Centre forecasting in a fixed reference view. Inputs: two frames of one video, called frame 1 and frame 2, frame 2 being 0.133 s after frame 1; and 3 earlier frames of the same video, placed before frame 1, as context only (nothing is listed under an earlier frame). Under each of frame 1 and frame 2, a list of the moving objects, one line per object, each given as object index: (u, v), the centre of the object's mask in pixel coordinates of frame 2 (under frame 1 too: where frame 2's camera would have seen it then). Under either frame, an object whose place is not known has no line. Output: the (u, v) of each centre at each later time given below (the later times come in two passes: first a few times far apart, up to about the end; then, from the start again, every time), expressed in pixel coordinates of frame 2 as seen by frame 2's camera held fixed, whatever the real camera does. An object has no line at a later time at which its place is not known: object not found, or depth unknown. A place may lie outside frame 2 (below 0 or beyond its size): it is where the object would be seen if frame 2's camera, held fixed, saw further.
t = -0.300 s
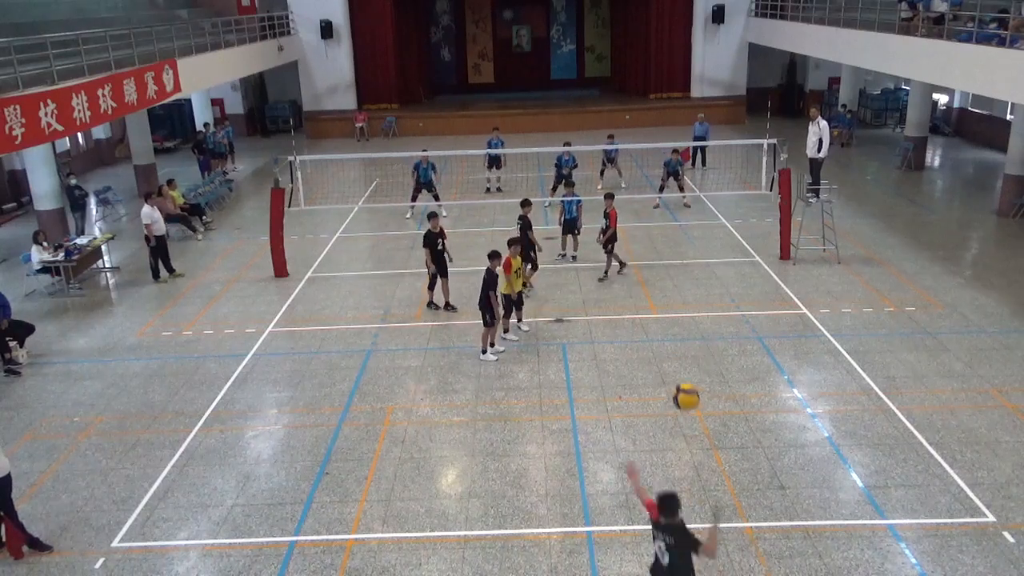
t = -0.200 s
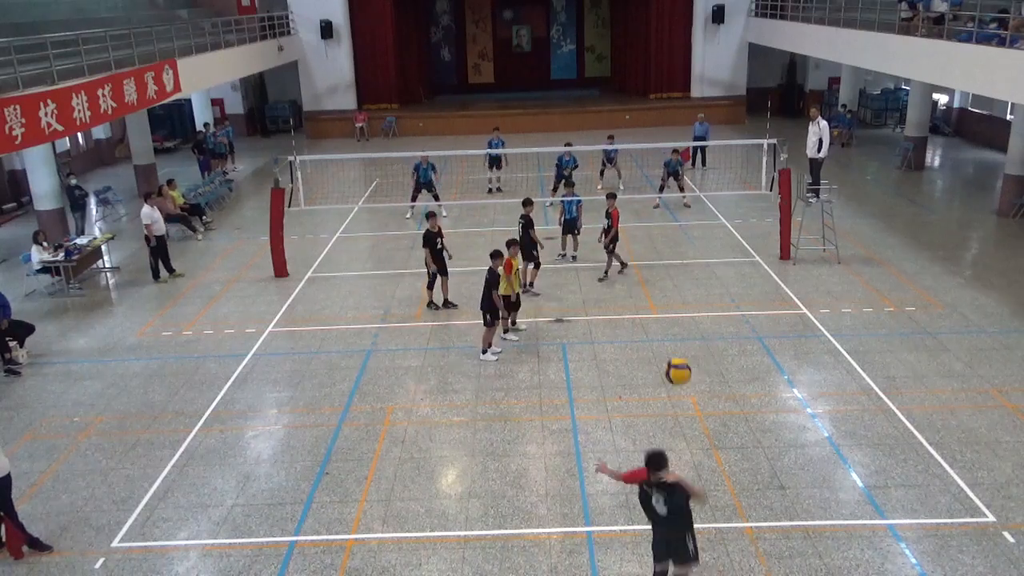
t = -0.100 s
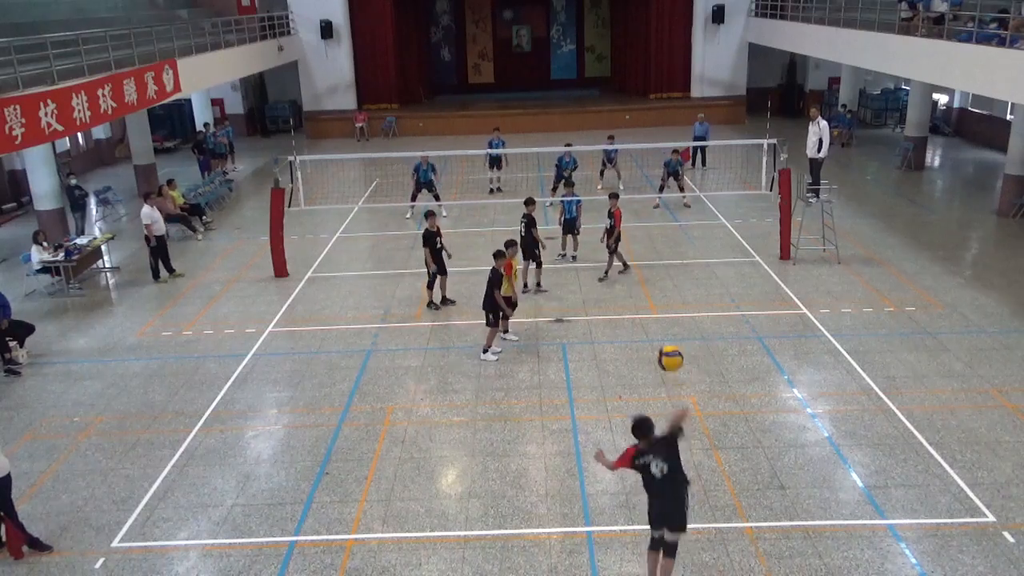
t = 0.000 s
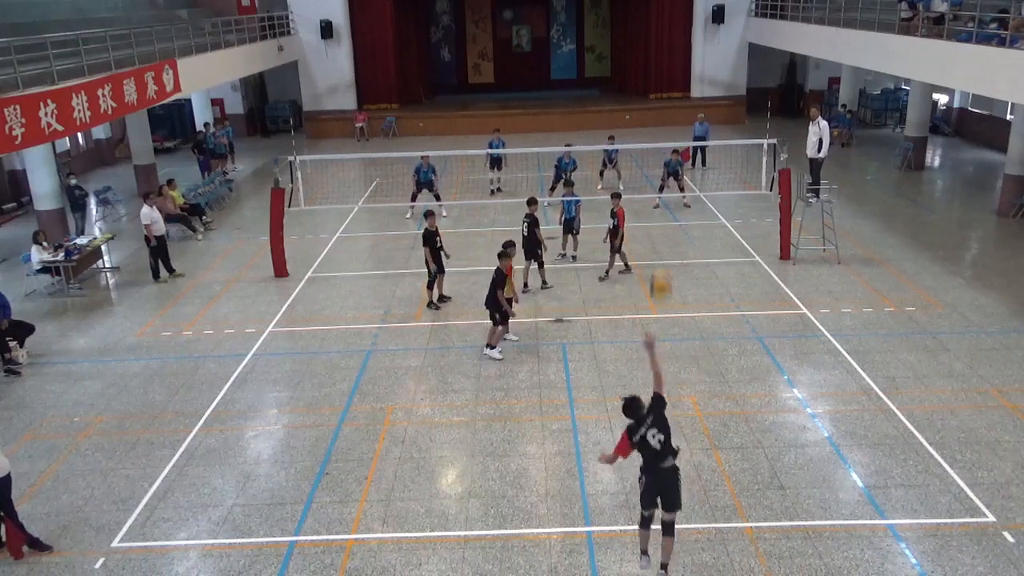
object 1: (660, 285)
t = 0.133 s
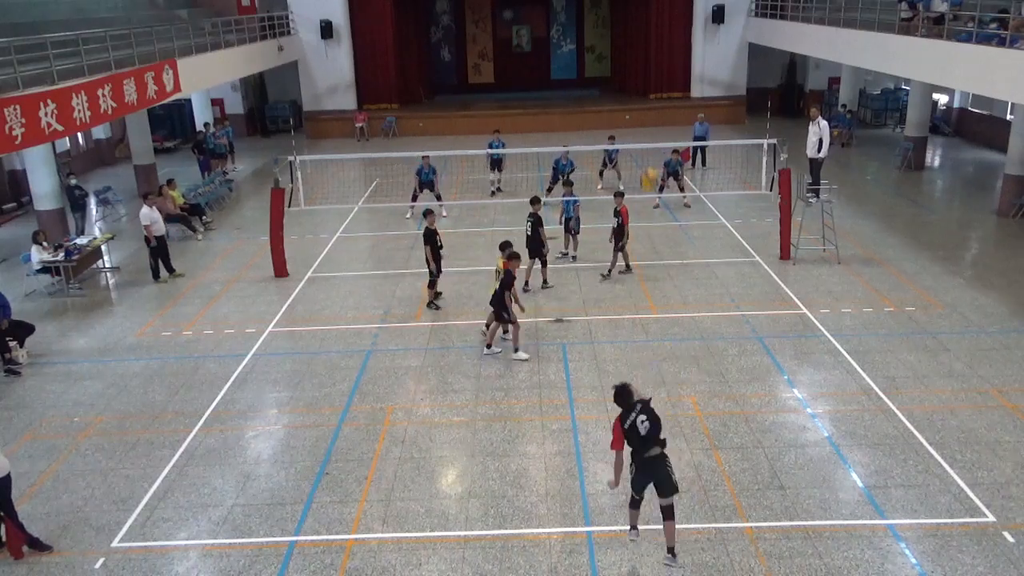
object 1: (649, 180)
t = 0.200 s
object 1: (645, 144)
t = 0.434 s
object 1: (639, 90)
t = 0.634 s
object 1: (632, 86)
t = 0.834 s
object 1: (630, 101)
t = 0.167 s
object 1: (648, 160)
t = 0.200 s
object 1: (645, 144)
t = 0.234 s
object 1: (645, 131)
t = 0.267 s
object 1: (643, 120)
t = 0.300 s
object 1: (642, 112)
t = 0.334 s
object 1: (641, 104)
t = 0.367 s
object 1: (640, 98)
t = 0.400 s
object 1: (639, 94)
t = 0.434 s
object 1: (639, 90)
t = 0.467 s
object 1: (637, 88)
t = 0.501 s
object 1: (636, 86)
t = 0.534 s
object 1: (635, 85)
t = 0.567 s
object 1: (634, 85)
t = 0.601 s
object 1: (633, 85)
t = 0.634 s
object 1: (632, 86)
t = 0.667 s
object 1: (631, 87)
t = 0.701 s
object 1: (631, 89)
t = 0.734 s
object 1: (631, 92)
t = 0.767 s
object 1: (631, 94)
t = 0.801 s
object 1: (630, 98)
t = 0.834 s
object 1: (630, 101)
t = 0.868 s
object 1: (630, 105)
